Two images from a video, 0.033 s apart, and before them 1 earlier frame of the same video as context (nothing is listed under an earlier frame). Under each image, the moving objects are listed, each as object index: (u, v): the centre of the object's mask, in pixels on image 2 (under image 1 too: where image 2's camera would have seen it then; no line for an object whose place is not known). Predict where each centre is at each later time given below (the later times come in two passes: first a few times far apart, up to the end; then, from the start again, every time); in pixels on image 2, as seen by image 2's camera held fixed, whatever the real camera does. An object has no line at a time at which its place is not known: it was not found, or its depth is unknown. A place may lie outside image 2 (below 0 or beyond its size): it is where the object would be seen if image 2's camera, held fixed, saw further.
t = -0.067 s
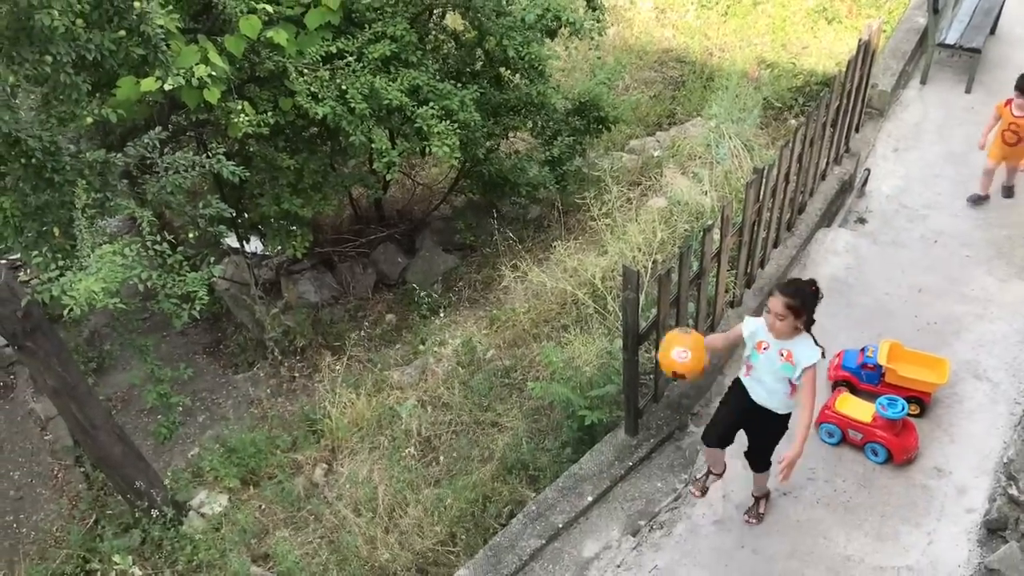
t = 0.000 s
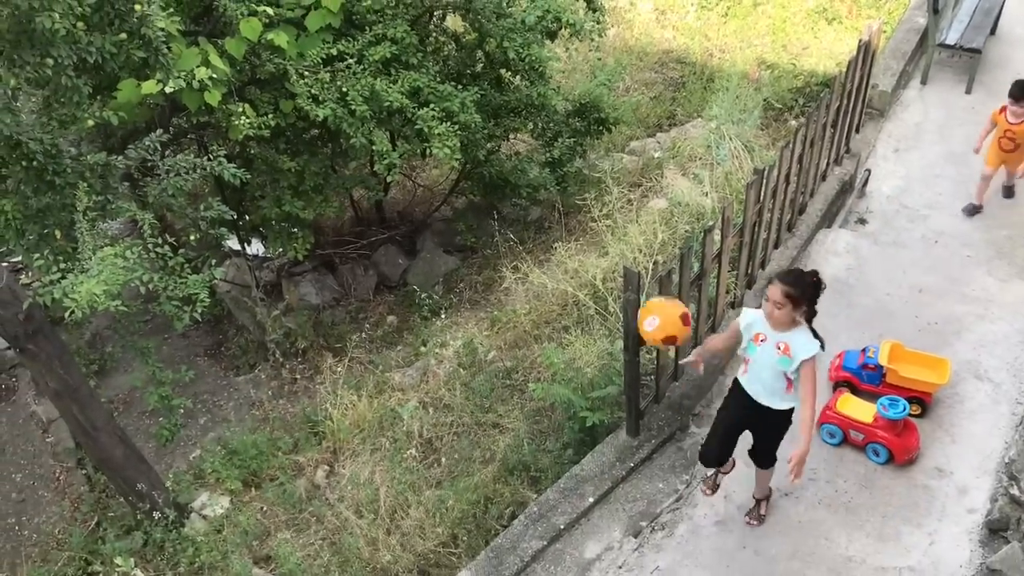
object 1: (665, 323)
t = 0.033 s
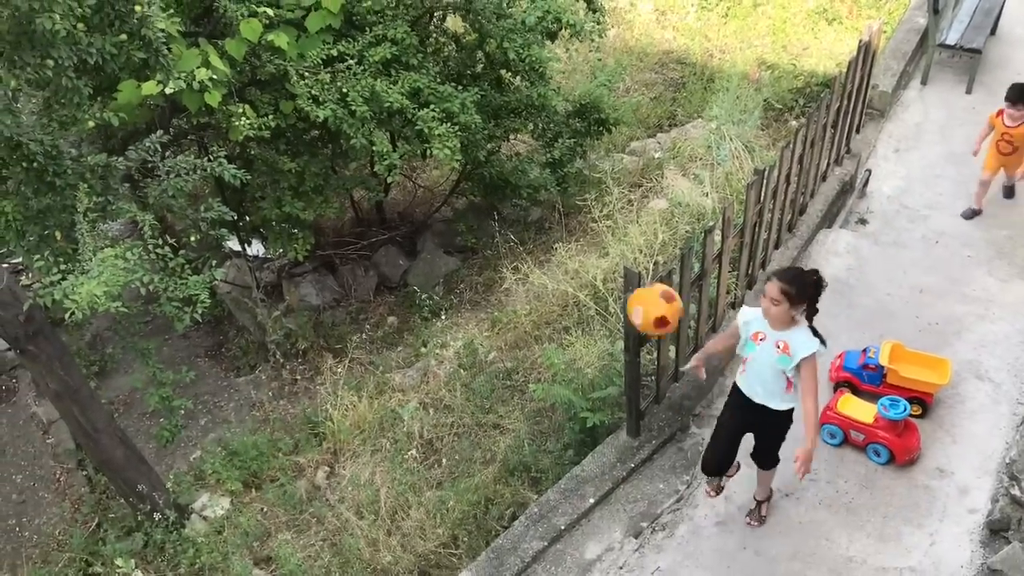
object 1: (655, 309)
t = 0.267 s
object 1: (580, 269)
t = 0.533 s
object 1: (505, 326)
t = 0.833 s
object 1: (442, 316)
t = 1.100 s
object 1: (413, 410)
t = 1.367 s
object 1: (410, 467)
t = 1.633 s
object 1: (426, 492)
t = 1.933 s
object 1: (443, 478)
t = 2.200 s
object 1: (446, 470)
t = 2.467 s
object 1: (444, 474)
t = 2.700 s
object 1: (445, 474)
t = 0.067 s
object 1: (645, 297)
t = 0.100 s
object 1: (634, 287)
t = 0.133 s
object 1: (624, 279)
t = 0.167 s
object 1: (612, 272)
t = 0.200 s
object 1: (601, 269)
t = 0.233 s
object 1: (591, 267)
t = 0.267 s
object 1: (580, 269)
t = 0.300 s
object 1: (569, 271)
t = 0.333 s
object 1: (560, 276)
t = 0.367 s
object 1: (550, 283)
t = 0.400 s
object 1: (540, 291)
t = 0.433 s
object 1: (532, 301)
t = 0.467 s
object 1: (522, 315)
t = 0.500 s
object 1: (514, 326)
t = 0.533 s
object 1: (505, 326)
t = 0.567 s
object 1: (496, 321)
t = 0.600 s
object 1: (489, 314)
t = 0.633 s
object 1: (480, 308)
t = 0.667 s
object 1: (472, 305)
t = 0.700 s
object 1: (465, 303)
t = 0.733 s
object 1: (459, 304)
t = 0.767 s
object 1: (452, 306)
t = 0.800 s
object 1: (447, 310)
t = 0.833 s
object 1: (442, 316)
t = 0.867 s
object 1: (437, 322)
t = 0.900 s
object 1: (432, 332)
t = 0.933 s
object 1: (428, 341)
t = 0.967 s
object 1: (423, 352)
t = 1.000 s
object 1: (420, 365)
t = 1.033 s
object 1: (418, 379)
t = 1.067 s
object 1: (415, 394)
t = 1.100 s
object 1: (413, 410)
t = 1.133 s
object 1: (412, 426)
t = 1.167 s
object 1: (412, 441)
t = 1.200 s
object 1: (412, 450)
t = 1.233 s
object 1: (411, 452)
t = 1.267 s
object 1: (410, 454)
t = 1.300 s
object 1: (410, 457)
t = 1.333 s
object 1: (409, 461)
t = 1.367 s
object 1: (410, 467)
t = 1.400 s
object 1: (411, 472)
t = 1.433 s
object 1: (413, 479)
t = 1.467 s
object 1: (414, 487)
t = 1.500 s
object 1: (416, 492)
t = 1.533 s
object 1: (418, 493)
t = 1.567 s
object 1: (420, 494)
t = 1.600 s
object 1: (424, 493)
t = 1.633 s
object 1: (426, 492)
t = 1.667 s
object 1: (429, 491)
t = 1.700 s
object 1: (431, 491)
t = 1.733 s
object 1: (434, 489)
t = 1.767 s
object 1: (435, 488)
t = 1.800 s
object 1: (437, 485)
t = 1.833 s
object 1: (437, 484)
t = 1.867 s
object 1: (440, 483)
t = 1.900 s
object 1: (441, 482)
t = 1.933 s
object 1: (443, 478)
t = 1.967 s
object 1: (444, 476)
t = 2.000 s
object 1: (446, 474)
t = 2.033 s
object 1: (447, 473)
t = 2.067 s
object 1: (447, 472)
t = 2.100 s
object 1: (447, 471)
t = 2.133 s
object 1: (447, 470)
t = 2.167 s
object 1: (446, 470)
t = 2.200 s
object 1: (446, 470)
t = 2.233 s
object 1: (445, 471)
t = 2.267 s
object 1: (445, 472)
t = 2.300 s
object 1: (445, 472)
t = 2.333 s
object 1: (445, 473)
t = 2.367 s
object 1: (444, 474)
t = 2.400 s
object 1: (444, 474)
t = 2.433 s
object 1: (444, 474)
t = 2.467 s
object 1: (444, 474)
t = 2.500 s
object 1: (445, 474)
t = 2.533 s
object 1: (445, 474)
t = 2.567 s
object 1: (445, 474)
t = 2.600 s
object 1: (445, 474)
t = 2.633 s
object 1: (445, 474)
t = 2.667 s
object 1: (445, 474)
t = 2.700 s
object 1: (445, 474)
